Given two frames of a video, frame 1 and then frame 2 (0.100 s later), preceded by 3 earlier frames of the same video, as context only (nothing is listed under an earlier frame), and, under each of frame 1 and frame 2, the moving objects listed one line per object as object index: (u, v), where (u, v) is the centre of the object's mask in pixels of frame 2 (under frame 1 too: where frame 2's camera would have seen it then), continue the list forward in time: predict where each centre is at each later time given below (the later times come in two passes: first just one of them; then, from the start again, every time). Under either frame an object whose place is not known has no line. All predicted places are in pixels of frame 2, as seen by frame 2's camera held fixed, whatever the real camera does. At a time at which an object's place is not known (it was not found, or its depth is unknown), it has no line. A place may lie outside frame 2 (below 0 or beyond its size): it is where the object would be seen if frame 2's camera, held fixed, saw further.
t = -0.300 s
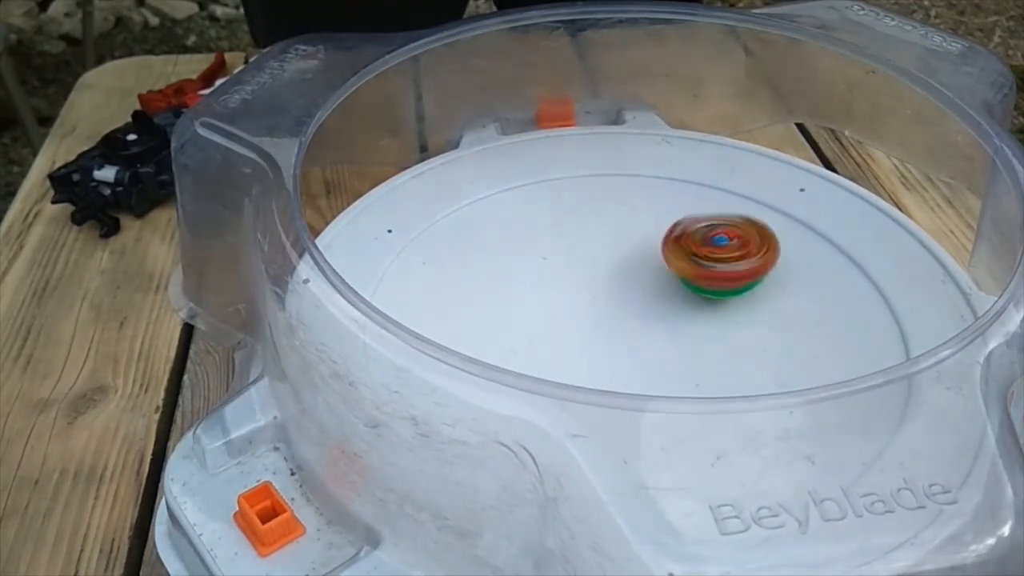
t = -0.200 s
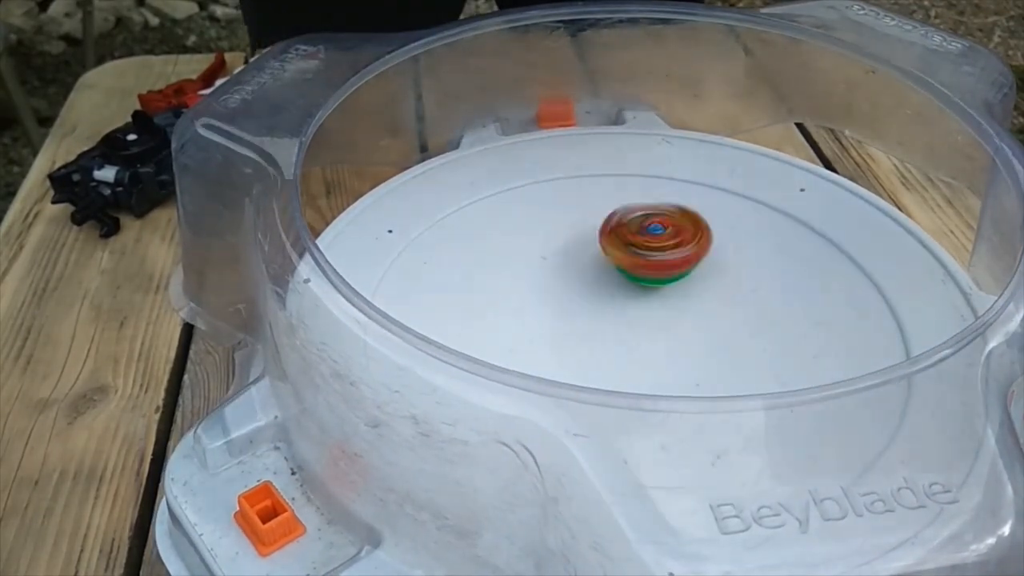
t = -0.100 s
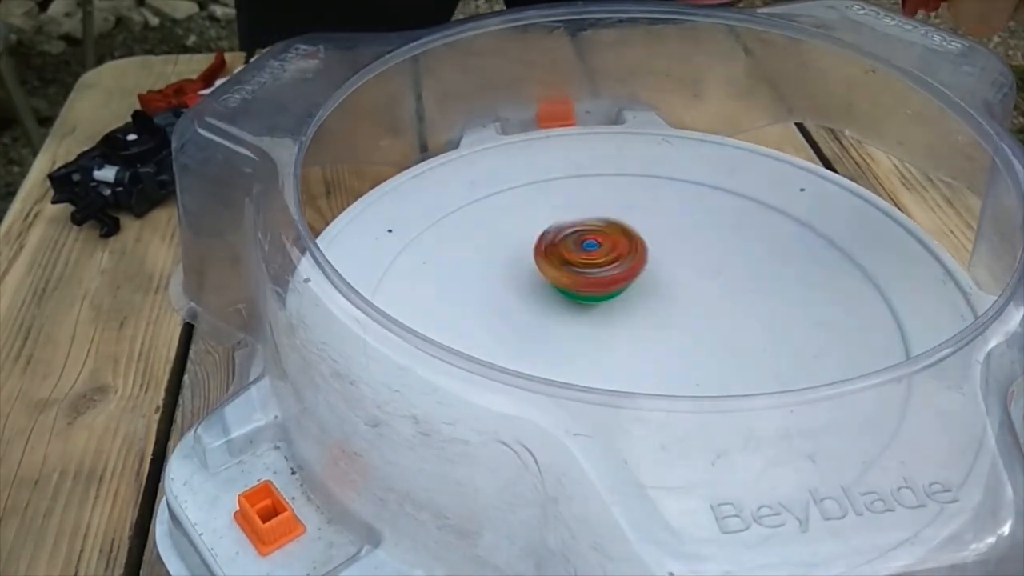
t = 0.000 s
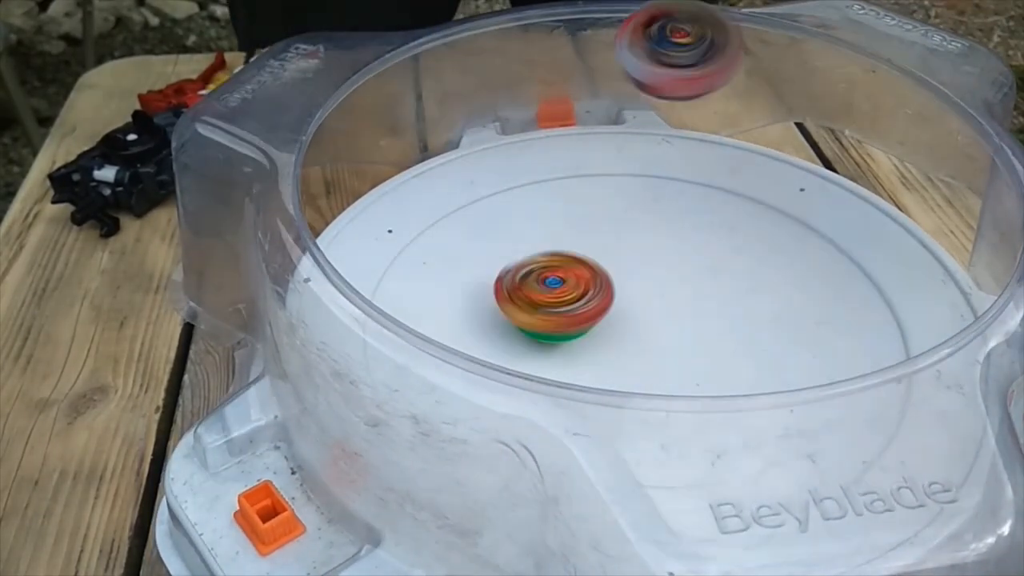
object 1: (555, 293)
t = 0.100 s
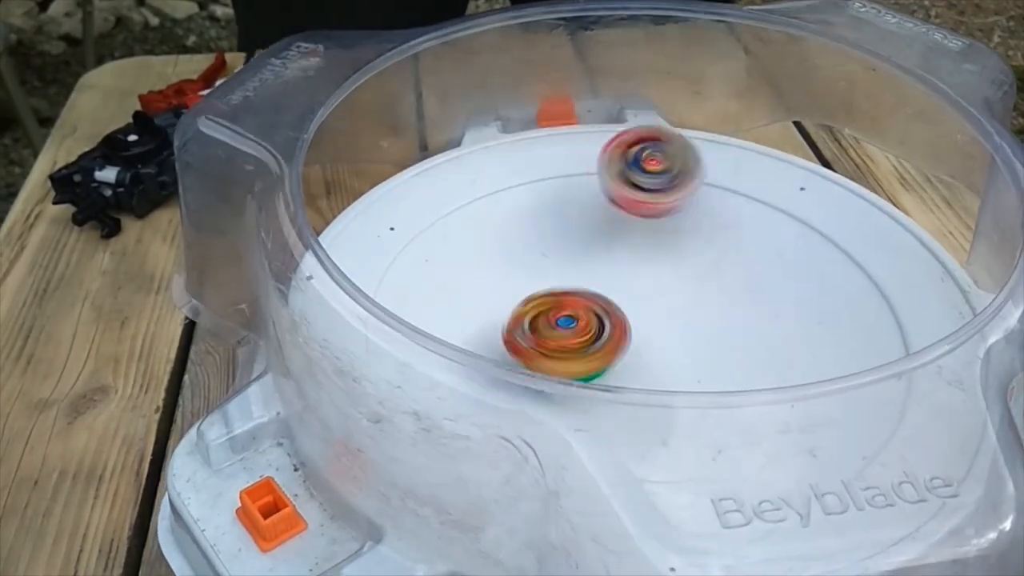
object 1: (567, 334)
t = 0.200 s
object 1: (614, 369)
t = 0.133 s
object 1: (578, 346)
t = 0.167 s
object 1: (598, 354)
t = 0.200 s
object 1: (614, 369)
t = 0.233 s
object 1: (638, 374)
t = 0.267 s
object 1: (666, 389)
